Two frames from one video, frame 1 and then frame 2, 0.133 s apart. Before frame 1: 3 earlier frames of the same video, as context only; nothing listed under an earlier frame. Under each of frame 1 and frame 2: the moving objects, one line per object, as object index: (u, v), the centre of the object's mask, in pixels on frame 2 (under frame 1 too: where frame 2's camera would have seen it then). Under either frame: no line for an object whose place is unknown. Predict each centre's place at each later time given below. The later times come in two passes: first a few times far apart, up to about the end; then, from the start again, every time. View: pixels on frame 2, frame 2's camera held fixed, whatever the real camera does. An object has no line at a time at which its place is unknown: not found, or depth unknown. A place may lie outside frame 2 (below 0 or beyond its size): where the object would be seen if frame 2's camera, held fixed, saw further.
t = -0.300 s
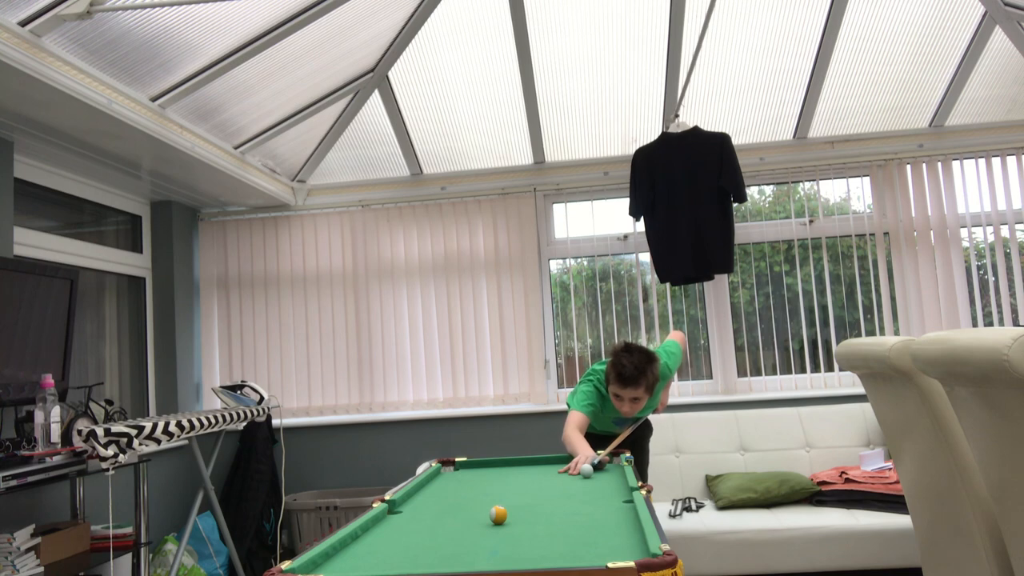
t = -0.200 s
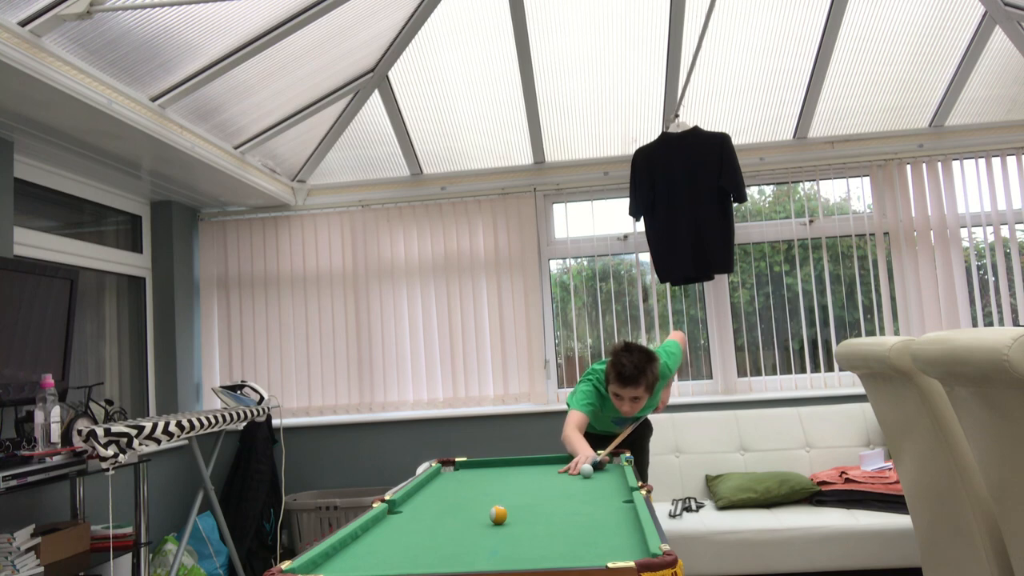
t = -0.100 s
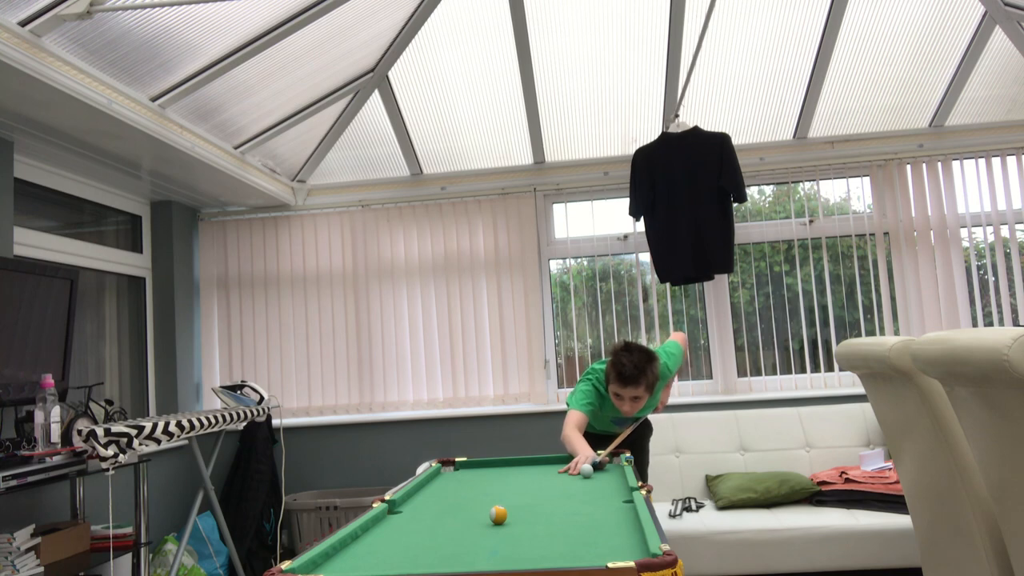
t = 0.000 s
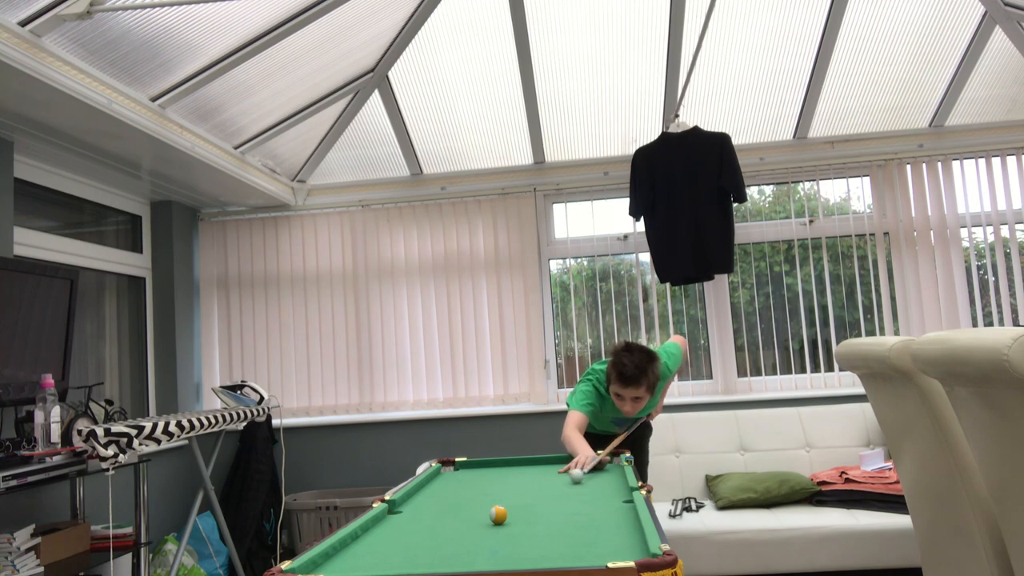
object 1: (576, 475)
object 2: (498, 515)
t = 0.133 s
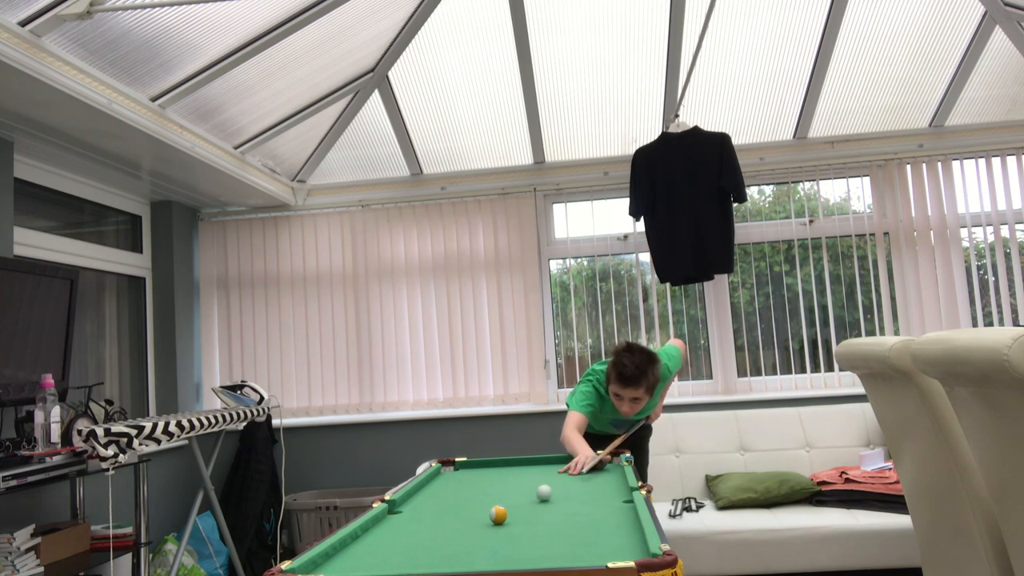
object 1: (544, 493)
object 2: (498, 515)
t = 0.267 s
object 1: (511, 510)
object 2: (498, 515)
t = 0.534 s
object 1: (508, 518)
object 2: (421, 543)
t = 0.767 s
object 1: (504, 526)
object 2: (346, 566)
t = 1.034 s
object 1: (499, 533)
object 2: (313, 566)
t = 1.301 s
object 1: (495, 538)
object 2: (344, 558)
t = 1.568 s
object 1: (494, 540)
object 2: (373, 549)
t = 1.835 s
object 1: (494, 540)
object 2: (398, 541)
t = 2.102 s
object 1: (494, 540)
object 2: (421, 534)
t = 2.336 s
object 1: (493, 539)
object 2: (437, 527)
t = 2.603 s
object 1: (493, 539)
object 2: (455, 521)
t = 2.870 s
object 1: (493, 539)
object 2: (470, 516)
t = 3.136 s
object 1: (494, 539)
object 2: (484, 511)
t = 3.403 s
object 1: (494, 538)
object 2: (495, 506)
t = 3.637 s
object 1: (494, 538)
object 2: (502, 503)
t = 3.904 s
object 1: (494, 538)
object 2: (508, 500)
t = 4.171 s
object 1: (494, 538)
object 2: (512, 498)
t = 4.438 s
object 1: (494, 538)
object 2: (513, 497)
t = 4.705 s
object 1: (494, 538)
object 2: (513, 497)
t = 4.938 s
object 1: (494, 538)
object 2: (513, 497)
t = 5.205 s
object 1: (494, 538)
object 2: (513, 497)
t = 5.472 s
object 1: (494, 538)
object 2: (513, 497)
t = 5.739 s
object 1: (494, 538)
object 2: (513, 497)
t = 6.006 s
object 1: (494, 538)
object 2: (513, 497)
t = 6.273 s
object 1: (494, 538)
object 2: (513, 497)
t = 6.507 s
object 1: (494, 538)
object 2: (513, 497)
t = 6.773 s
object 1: (494, 538)
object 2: (513, 497)
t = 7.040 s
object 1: (494, 538)
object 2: (513, 497)
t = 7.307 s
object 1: (494, 538)
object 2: (513, 497)
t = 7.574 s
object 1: (494, 538)
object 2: (513, 497)
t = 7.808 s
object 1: (494, 538)
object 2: (513, 497)
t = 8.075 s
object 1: (494, 538)
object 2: (513, 497)
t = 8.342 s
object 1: (494, 538)
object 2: (513, 497)
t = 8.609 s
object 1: (494, 538)
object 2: (513, 497)
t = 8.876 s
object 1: (494, 538)
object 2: (513, 497)
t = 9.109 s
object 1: (494, 538)
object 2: (513, 497)
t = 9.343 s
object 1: (494, 538)
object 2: (513, 497)
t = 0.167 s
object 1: (535, 497)
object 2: (498, 515)
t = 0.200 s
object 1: (527, 501)
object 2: (498, 515)
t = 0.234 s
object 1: (519, 505)
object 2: (498, 515)
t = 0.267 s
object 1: (511, 510)
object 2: (498, 515)
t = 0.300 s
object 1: (509, 511)
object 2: (489, 518)
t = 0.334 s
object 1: (510, 512)
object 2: (478, 522)
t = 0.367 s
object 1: (511, 512)
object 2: (468, 526)
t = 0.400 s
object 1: (511, 513)
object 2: (458, 529)
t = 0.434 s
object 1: (510, 515)
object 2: (449, 533)
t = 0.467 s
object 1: (510, 516)
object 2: (440, 536)
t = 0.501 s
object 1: (509, 517)
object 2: (431, 539)
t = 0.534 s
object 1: (508, 518)
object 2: (421, 543)
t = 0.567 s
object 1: (508, 519)
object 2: (411, 547)
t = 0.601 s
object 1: (507, 520)
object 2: (401, 550)
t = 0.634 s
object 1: (506, 522)
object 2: (390, 554)
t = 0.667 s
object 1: (506, 523)
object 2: (380, 558)
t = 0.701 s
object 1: (505, 524)
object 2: (369, 561)
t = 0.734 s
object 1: (504, 525)
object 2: (357, 563)
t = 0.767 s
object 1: (504, 526)
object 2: (346, 566)
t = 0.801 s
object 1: (503, 527)
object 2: (334, 568)
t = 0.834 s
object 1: (503, 528)
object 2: (325, 569)
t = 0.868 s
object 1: (502, 529)
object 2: (323, 568)
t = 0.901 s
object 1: (501, 529)
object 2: (320, 567)
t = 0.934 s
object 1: (500, 530)
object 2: (317, 567)
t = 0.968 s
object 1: (500, 531)
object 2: (314, 567)
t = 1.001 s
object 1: (499, 532)
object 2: (311, 567)
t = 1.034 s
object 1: (499, 533)
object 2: (313, 566)
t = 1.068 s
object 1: (498, 534)
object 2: (318, 565)
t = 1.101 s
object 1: (498, 535)
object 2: (321, 564)
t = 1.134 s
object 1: (497, 535)
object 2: (326, 563)
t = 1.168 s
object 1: (497, 536)
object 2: (329, 562)
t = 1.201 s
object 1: (497, 536)
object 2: (334, 561)
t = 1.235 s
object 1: (496, 537)
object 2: (337, 561)
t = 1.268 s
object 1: (496, 537)
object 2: (341, 560)
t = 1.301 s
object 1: (495, 538)
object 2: (344, 558)
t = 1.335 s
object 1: (495, 538)
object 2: (348, 557)
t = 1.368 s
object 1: (495, 539)
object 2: (352, 556)
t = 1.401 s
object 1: (495, 539)
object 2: (355, 555)
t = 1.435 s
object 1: (495, 539)
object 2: (359, 554)
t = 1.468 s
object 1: (494, 539)
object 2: (362, 553)
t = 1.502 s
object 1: (494, 540)
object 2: (366, 552)
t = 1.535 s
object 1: (494, 540)
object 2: (369, 551)
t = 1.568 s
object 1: (494, 540)
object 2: (373, 549)
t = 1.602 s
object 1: (494, 540)
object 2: (375, 548)
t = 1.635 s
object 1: (494, 540)
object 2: (379, 547)
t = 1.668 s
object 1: (494, 540)
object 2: (382, 546)
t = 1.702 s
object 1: (494, 540)
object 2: (386, 545)
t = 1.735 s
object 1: (494, 540)
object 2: (389, 544)
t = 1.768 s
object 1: (494, 540)
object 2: (392, 543)
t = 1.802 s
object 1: (494, 540)
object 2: (395, 542)
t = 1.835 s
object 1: (494, 540)
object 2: (398, 541)
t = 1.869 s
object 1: (494, 540)
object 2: (401, 540)
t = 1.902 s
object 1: (494, 540)
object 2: (404, 539)
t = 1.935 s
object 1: (494, 540)
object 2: (406, 538)
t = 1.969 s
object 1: (493, 540)
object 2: (409, 538)
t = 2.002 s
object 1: (494, 540)
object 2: (413, 536)
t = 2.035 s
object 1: (494, 539)
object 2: (415, 535)
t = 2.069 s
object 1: (494, 539)
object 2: (418, 534)
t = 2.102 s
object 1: (494, 540)
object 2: (421, 534)
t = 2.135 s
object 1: (494, 539)
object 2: (423, 533)
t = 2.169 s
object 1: (494, 539)
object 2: (426, 532)
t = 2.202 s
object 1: (493, 539)
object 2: (428, 531)
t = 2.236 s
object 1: (494, 539)
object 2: (430, 530)
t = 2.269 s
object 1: (493, 539)
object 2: (433, 529)
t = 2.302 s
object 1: (493, 539)
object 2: (435, 528)
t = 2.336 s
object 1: (493, 539)
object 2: (437, 527)
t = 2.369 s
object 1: (493, 539)
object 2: (440, 527)
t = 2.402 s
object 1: (494, 539)
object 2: (442, 526)
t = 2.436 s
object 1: (493, 539)
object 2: (444, 525)
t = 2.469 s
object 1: (494, 539)
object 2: (447, 524)
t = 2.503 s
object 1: (493, 539)
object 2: (448, 523)
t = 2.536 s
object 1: (493, 539)
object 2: (451, 522)
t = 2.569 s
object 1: (493, 539)
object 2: (453, 522)
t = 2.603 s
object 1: (493, 539)
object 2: (455, 521)
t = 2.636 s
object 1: (493, 539)
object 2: (457, 520)
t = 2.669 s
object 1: (494, 539)
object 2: (459, 520)
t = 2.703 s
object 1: (493, 539)
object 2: (461, 519)
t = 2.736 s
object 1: (493, 539)
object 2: (463, 518)
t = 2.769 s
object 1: (493, 539)
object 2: (464, 517)
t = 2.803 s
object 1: (494, 539)
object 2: (467, 517)
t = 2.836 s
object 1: (493, 539)
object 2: (468, 516)
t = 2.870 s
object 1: (493, 539)
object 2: (470, 516)
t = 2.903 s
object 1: (493, 539)
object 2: (472, 515)
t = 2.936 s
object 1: (494, 539)
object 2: (474, 514)
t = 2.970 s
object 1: (493, 539)
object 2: (475, 514)
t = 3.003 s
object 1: (494, 539)
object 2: (477, 513)
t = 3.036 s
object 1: (494, 539)
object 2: (479, 513)
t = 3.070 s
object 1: (493, 539)
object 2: (481, 512)
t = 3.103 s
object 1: (493, 539)
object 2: (482, 511)
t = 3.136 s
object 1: (494, 539)
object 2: (484, 511)
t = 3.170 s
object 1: (494, 538)
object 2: (485, 510)
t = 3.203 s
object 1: (493, 539)
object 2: (487, 510)
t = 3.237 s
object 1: (493, 538)
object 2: (488, 509)
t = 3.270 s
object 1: (493, 539)
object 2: (490, 508)
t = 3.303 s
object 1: (494, 538)
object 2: (491, 508)
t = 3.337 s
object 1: (493, 538)
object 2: (492, 507)
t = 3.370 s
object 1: (493, 538)
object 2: (493, 507)
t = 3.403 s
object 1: (494, 538)
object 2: (495, 506)
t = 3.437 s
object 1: (494, 538)
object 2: (496, 506)
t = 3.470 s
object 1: (494, 539)
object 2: (497, 505)
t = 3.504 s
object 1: (494, 538)
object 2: (498, 505)
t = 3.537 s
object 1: (494, 538)
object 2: (499, 504)
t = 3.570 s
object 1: (494, 538)
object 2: (500, 504)
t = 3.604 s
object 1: (494, 538)
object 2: (500, 504)
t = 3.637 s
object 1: (494, 538)
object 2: (502, 503)
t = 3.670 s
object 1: (494, 538)
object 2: (503, 503)
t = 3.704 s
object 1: (494, 538)
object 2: (504, 502)
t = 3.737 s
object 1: (494, 538)
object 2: (505, 502)
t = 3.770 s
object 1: (494, 538)
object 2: (506, 502)
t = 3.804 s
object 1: (494, 538)
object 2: (506, 501)
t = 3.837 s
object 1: (494, 538)
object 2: (507, 501)
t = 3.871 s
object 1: (494, 538)
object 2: (507, 500)
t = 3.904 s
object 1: (494, 538)
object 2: (508, 500)
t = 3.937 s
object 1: (494, 538)
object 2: (509, 500)
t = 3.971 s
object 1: (494, 538)
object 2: (509, 499)
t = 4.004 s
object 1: (494, 538)
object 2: (510, 499)
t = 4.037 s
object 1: (494, 538)
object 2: (511, 499)
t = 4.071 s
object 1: (494, 538)
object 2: (511, 499)
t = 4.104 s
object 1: (494, 538)
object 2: (511, 499)
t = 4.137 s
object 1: (494, 538)
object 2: (512, 499)
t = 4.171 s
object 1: (494, 538)
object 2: (512, 498)
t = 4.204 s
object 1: (494, 538)
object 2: (512, 498)
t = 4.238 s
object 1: (494, 538)
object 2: (512, 498)
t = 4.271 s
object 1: (494, 538)
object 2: (512, 498)
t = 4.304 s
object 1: (494, 538)
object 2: (513, 498)
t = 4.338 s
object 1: (494, 538)
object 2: (513, 498)
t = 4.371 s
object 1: (494, 538)
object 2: (513, 497)
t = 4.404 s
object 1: (494, 538)
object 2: (513, 497)
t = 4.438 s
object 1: (494, 538)
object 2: (513, 497)
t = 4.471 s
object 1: (494, 538)
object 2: (513, 497)
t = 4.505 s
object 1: (494, 538)
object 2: (513, 497)
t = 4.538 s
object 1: (494, 538)
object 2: (513, 497)
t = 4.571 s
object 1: (494, 538)
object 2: (513, 497)
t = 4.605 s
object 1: (494, 538)
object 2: (513, 497)
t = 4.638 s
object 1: (494, 538)
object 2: (513, 497)
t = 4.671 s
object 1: (494, 538)
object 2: (513, 497)
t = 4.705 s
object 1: (494, 538)
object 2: (513, 497)
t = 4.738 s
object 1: (494, 538)
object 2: (513, 497)
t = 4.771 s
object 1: (494, 538)
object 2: (513, 497)
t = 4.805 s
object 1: (494, 538)
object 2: (513, 497)
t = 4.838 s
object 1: (494, 538)
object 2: (513, 497)
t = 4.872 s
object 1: (494, 538)
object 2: (513, 497)
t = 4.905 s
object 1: (494, 538)
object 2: (513, 497)
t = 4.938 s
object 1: (494, 538)
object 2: (513, 497)
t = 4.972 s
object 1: (494, 538)
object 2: (513, 497)
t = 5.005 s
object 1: (494, 538)
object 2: (513, 497)
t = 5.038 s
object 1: (494, 538)
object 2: (513, 497)
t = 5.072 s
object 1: (494, 538)
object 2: (513, 497)
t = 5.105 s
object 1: (494, 538)
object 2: (513, 497)
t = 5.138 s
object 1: (494, 538)
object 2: (513, 497)
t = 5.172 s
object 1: (494, 538)
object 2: (513, 497)
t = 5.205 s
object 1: (494, 538)
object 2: (513, 497)
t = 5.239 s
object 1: (494, 538)
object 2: (513, 497)
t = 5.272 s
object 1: (494, 538)
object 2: (513, 497)
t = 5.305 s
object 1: (495, 538)
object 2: (513, 497)
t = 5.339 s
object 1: (494, 538)
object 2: (513, 497)
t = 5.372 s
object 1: (494, 538)
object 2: (513, 497)
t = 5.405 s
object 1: (494, 538)
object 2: (513, 497)
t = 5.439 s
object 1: (494, 538)
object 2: (513, 497)
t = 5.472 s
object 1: (494, 538)
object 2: (513, 497)
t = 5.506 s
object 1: (494, 538)
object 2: (513, 497)
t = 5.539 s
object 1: (494, 538)
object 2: (513, 497)
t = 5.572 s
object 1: (494, 538)
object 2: (513, 497)
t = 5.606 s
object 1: (494, 538)
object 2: (513, 497)
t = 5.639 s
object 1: (494, 538)
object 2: (513, 497)
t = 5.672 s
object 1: (494, 538)
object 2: (513, 497)
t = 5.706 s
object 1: (494, 538)
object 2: (513, 497)
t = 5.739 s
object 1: (494, 538)
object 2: (513, 497)
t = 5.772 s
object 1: (494, 538)
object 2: (513, 497)
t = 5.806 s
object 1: (494, 538)
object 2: (513, 497)
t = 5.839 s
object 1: (494, 538)
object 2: (513, 497)
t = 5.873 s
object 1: (494, 538)
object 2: (513, 497)
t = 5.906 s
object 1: (494, 538)
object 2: (513, 497)
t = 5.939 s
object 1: (494, 538)
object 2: (513, 497)
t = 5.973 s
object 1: (494, 538)
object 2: (513, 497)
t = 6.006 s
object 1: (494, 538)
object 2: (513, 497)
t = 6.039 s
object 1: (494, 538)
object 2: (513, 497)
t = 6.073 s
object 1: (494, 538)
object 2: (513, 497)
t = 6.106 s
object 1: (494, 538)
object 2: (513, 497)
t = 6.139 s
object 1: (494, 538)
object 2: (513, 497)
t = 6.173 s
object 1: (494, 538)
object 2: (513, 497)
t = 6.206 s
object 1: (494, 538)
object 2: (513, 497)
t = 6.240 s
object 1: (494, 538)
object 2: (513, 497)
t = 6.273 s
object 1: (494, 538)
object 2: (513, 497)
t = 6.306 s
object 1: (494, 538)
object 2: (513, 497)
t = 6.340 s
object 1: (494, 538)
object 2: (513, 497)
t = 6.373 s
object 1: (494, 538)
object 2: (513, 497)
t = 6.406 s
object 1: (494, 538)
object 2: (513, 497)
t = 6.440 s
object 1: (494, 538)
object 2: (513, 497)
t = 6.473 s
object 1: (494, 538)
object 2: (513, 497)
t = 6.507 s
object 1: (494, 538)
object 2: (513, 497)
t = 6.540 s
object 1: (494, 538)
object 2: (513, 497)
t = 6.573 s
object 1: (494, 538)
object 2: (513, 497)
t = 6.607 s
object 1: (494, 538)
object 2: (513, 497)
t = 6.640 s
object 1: (494, 538)
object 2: (513, 497)
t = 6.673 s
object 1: (494, 538)
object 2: (513, 497)
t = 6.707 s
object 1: (495, 538)
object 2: (513, 497)
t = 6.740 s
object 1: (494, 538)
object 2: (513, 497)
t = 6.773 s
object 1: (494, 538)
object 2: (513, 497)
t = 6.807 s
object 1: (494, 538)
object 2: (513, 497)
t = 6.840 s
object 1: (494, 538)
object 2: (513, 497)
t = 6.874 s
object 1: (494, 538)
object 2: (513, 497)
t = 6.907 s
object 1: (494, 538)
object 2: (513, 497)
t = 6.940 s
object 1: (494, 538)
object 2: (513, 497)
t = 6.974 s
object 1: (494, 538)
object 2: (513, 497)
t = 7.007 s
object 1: (494, 538)
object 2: (513, 497)
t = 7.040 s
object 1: (494, 538)
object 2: (513, 497)
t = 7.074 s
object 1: (494, 538)
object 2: (513, 497)
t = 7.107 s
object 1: (494, 538)
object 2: (513, 497)
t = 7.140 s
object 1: (494, 538)
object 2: (513, 497)
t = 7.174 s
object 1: (494, 538)
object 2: (513, 497)
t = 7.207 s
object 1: (494, 538)
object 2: (513, 497)
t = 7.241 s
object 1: (494, 538)
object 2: (513, 497)
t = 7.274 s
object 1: (494, 538)
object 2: (513, 497)
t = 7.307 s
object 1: (494, 538)
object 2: (513, 497)
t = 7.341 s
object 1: (494, 538)
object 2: (513, 497)
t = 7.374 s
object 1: (494, 538)
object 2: (513, 497)
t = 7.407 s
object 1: (494, 538)
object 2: (513, 497)
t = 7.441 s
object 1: (494, 538)
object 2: (513, 497)
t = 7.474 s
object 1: (494, 538)
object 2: (513, 497)
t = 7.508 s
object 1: (494, 538)
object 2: (513, 497)
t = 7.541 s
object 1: (494, 538)
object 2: (513, 497)
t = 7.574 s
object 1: (494, 538)
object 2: (513, 497)
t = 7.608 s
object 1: (494, 538)
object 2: (513, 497)
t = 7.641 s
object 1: (494, 538)
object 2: (513, 497)
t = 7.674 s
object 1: (494, 538)
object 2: (513, 497)
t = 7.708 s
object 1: (494, 538)
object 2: (513, 497)
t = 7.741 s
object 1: (494, 538)
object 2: (513, 497)
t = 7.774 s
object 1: (494, 538)
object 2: (513, 497)
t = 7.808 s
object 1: (494, 538)
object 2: (513, 497)
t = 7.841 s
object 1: (494, 538)
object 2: (513, 497)
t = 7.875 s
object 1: (494, 538)
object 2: (513, 497)
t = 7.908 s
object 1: (494, 538)
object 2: (513, 497)
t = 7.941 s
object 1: (494, 538)
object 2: (513, 497)
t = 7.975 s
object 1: (495, 538)
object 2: (513, 497)
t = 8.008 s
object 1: (494, 538)
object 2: (513, 497)
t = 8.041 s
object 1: (494, 538)
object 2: (513, 497)
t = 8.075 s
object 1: (494, 538)
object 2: (513, 497)
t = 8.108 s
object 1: (494, 538)
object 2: (513, 497)
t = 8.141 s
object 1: (494, 538)
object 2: (513, 497)
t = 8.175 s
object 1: (494, 538)
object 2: (513, 497)
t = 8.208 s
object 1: (494, 538)
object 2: (513, 497)
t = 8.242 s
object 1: (494, 538)
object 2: (513, 497)
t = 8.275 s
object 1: (494, 538)
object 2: (513, 497)
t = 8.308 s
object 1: (494, 538)
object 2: (513, 497)
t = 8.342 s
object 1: (494, 538)
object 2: (513, 497)
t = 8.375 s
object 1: (494, 538)
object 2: (513, 497)
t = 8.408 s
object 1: (494, 538)
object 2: (513, 497)
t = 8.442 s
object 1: (494, 538)
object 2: (513, 497)
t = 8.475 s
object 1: (494, 538)
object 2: (513, 497)
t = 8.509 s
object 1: (494, 538)
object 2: (513, 497)
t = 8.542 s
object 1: (494, 538)
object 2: (513, 497)
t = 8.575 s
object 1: (494, 538)
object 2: (513, 497)
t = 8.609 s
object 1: (494, 538)
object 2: (513, 497)
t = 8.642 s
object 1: (494, 538)
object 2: (513, 497)
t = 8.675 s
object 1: (494, 538)
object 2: (513, 497)
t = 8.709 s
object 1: (494, 538)
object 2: (513, 497)
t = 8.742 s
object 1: (494, 538)
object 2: (513, 497)
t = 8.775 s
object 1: (494, 538)
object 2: (513, 497)
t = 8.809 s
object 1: (494, 538)
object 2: (513, 497)
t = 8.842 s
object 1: (494, 538)
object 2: (513, 497)
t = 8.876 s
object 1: (494, 538)
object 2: (513, 497)
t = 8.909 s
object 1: (494, 538)
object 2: (513, 497)
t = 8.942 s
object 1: (494, 538)
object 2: (513, 497)
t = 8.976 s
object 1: (494, 538)
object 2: (513, 497)
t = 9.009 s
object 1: (494, 538)
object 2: (513, 497)
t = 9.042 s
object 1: (494, 538)
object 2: (513, 497)
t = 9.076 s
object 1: (494, 538)
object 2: (513, 497)
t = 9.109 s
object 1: (494, 538)
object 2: (513, 497)
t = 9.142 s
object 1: (494, 538)
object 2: (513, 497)
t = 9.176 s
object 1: (494, 538)
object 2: (513, 497)
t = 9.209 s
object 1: (494, 538)
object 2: (513, 497)
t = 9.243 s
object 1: (494, 538)
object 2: (513, 497)
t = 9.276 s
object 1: (494, 538)
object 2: (513, 497)
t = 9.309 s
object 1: (494, 538)
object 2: (513, 497)
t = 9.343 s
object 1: (494, 538)
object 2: (513, 497)
